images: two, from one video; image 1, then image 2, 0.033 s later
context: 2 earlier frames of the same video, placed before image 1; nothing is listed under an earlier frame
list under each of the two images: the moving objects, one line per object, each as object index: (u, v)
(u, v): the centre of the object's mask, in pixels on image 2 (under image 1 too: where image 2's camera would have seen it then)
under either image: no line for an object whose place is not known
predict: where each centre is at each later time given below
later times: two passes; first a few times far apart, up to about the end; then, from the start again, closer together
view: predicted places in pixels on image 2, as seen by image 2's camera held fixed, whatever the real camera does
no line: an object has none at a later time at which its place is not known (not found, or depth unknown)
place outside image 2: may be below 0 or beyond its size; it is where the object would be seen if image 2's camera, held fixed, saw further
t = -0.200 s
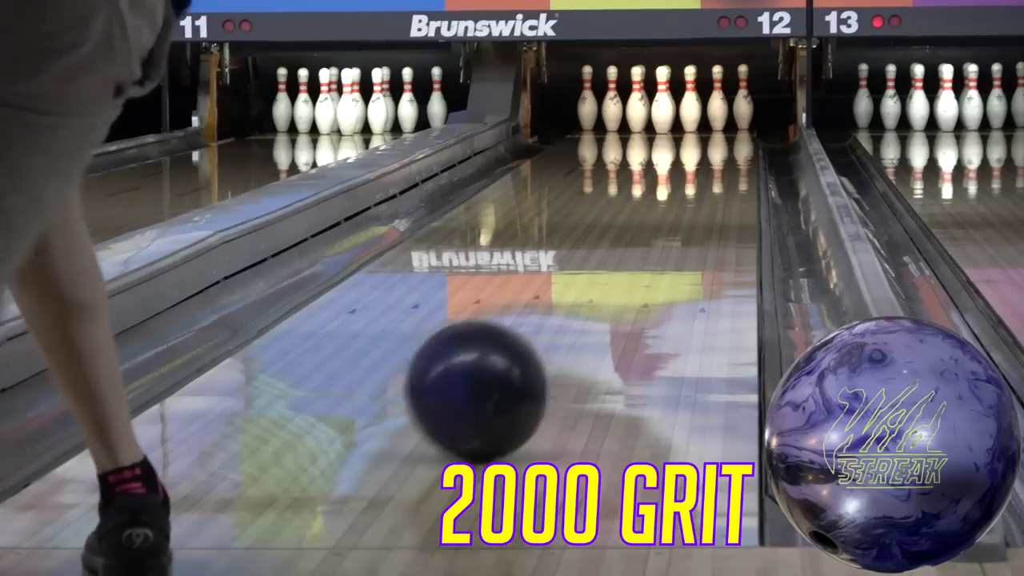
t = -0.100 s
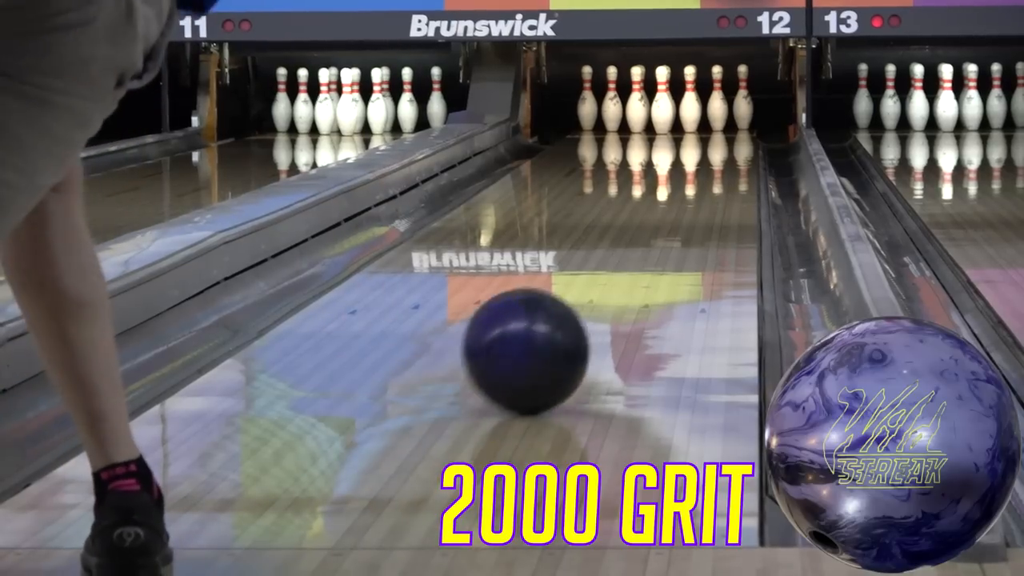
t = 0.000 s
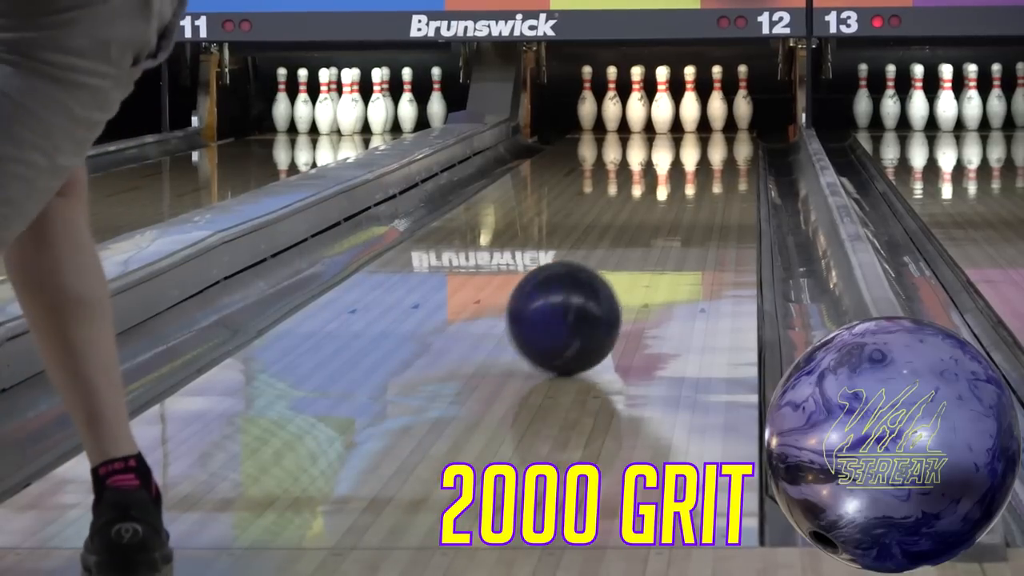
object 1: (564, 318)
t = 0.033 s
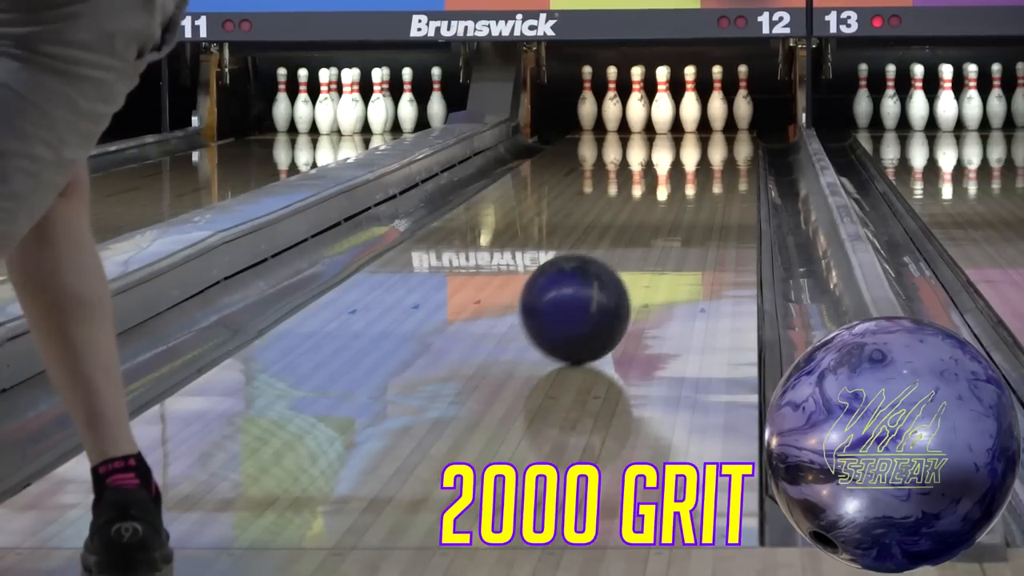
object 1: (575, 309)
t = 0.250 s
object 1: (631, 258)
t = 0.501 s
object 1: (673, 218)
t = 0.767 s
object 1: (702, 188)
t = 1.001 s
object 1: (720, 168)
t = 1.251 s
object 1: (731, 151)
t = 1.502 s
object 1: (734, 138)
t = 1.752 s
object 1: (722, 128)
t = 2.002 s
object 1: (698, 120)
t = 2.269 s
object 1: (682, 114)
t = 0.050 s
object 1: (580, 304)
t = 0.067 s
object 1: (585, 300)
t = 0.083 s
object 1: (590, 295)
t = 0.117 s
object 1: (599, 287)
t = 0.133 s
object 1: (604, 283)
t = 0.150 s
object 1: (608, 280)
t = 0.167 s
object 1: (612, 276)
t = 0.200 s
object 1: (620, 268)
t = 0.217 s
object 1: (624, 265)
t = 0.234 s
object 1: (628, 262)
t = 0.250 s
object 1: (631, 258)
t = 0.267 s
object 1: (635, 255)
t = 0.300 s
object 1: (641, 249)
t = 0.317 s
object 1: (644, 246)
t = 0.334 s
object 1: (647, 243)
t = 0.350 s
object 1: (650, 241)
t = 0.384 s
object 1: (656, 236)
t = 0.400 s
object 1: (658, 233)
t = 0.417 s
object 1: (661, 230)
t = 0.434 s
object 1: (664, 228)
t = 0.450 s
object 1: (666, 225)
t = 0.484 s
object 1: (671, 220)
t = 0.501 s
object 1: (673, 218)
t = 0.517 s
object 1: (676, 216)
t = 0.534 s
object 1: (677, 214)
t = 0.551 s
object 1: (680, 212)
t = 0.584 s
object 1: (684, 208)
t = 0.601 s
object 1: (686, 206)
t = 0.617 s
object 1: (688, 204)
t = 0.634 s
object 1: (690, 202)
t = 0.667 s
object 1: (693, 198)
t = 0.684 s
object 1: (695, 196)
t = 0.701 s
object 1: (696, 194)
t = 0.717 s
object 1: (698, 193)
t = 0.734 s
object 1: (700, 191)
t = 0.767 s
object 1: (702, 188)
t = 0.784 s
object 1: (704, 186)
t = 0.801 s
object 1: (705, 185)
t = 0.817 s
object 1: (707, 183)
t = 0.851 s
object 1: (710, 180)
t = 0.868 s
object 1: (711, 179)
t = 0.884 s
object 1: (713, 177)
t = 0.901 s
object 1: (714, 176)
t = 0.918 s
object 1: (715, 174)
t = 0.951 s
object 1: (717, 171)
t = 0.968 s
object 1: (718, 170)
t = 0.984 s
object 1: (719, 169)
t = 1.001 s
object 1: (720, 168)
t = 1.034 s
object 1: (722, 165)
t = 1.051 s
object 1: (723, 164)
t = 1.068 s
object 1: (724, 163)
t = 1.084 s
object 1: (725, 162)
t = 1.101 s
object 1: (726, 160)
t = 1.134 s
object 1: (727, 158)
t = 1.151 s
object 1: (728, 157)
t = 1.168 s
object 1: (728, 156)
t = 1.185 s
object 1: (729, 155)
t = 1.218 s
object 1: (730, 153)
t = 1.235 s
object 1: (731, 152)
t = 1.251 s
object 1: (731, 151)
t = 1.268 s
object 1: (732, 150)
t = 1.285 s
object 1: (732, 149)
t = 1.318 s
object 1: (733, 147)
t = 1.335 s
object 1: (733, 146)
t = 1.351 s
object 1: (733, 145)
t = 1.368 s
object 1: (734, 144)
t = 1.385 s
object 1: (735, 144)
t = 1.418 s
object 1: (735, 142)
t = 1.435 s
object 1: (735, 141)
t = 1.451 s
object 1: (735, 140)
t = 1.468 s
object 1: (735, 139)
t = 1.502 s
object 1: (734, 138)
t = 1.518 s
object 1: (734, 137)
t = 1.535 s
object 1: (733, 136)
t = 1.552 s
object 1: (733, 135)
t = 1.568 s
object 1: (733, 134)
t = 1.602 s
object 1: (732, 133)
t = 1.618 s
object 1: (731, 132)
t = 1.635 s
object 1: (730, 132)
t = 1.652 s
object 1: (729, 131)
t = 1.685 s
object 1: (727, 130)
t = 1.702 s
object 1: (726, 129)
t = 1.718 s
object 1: (725, 129)
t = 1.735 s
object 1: (724, 128)
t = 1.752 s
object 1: (722, 128)
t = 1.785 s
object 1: (721, 126)
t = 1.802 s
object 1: (719, 126)
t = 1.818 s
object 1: (717, 126)
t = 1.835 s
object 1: (715, 125)
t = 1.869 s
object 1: (713, 124)
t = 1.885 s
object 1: (711, 123)
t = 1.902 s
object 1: (709, 123)
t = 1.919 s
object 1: (707, 122)
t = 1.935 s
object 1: (705, 122)
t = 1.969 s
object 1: (701, 121)
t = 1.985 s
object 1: (700, 121)
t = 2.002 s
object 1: (698, 120)
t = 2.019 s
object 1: (696, 120)
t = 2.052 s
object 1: (693, 119)
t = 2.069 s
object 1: (691, 118)
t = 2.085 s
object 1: (690, 118)
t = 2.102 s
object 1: (688, 117)
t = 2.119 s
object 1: (686, 117)
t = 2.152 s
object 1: (683, 116)
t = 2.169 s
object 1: (681, 115)
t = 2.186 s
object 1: (680, 115)
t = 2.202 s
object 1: (681, 115)
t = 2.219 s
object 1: (682, 115)
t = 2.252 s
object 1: (682, 114)
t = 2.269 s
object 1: (682, 114)
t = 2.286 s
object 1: (682, 114)
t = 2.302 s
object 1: (682, 113)
